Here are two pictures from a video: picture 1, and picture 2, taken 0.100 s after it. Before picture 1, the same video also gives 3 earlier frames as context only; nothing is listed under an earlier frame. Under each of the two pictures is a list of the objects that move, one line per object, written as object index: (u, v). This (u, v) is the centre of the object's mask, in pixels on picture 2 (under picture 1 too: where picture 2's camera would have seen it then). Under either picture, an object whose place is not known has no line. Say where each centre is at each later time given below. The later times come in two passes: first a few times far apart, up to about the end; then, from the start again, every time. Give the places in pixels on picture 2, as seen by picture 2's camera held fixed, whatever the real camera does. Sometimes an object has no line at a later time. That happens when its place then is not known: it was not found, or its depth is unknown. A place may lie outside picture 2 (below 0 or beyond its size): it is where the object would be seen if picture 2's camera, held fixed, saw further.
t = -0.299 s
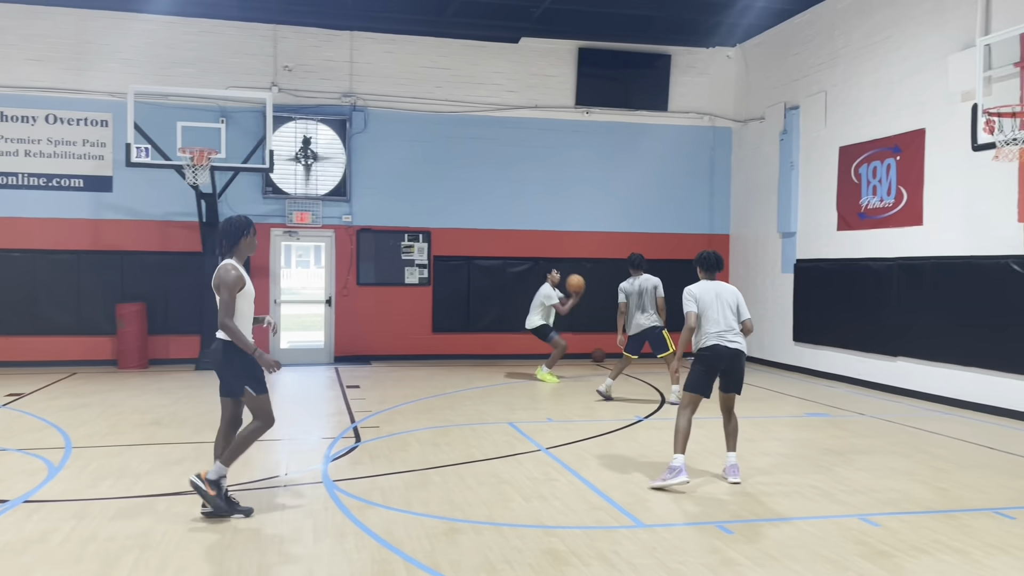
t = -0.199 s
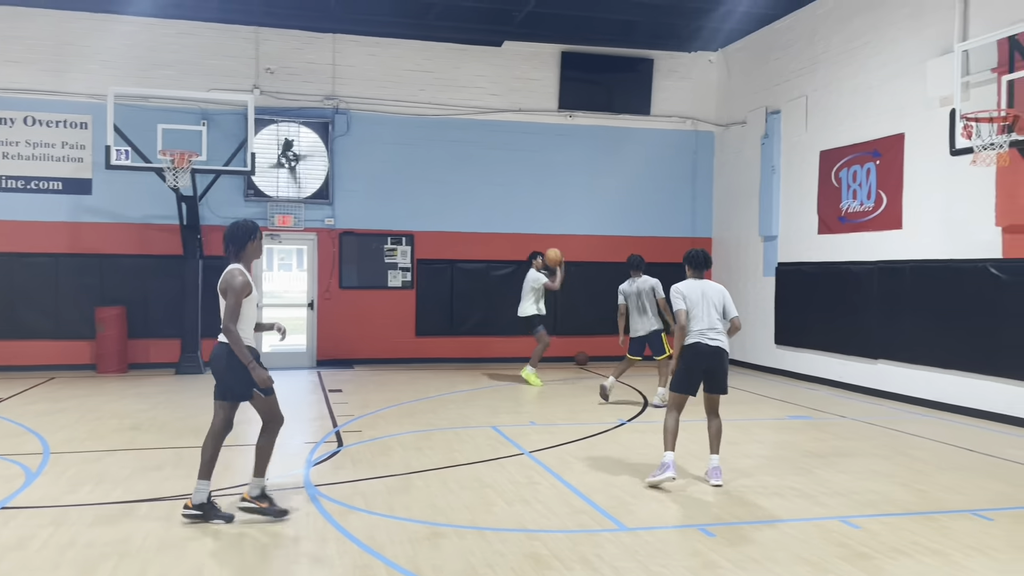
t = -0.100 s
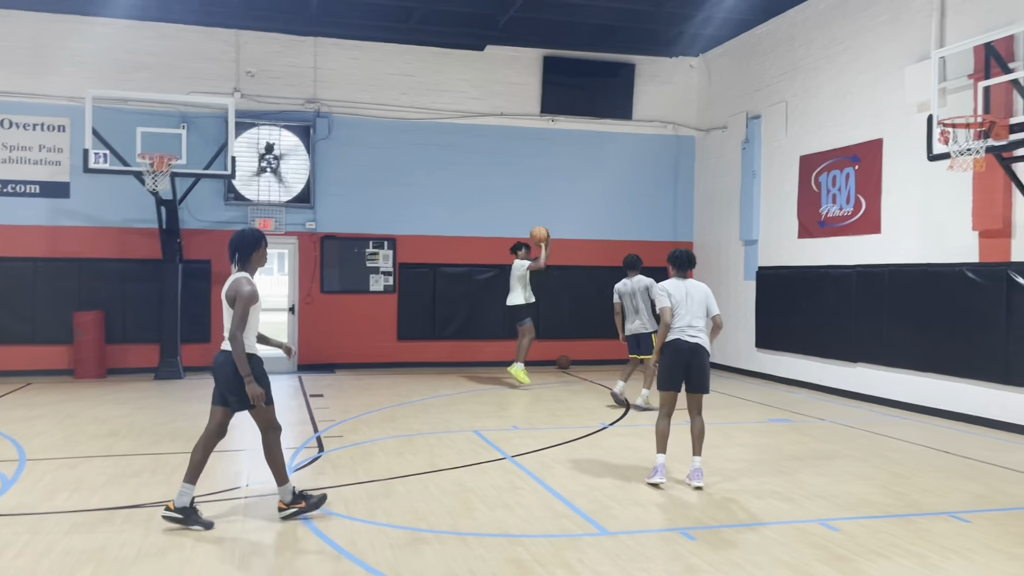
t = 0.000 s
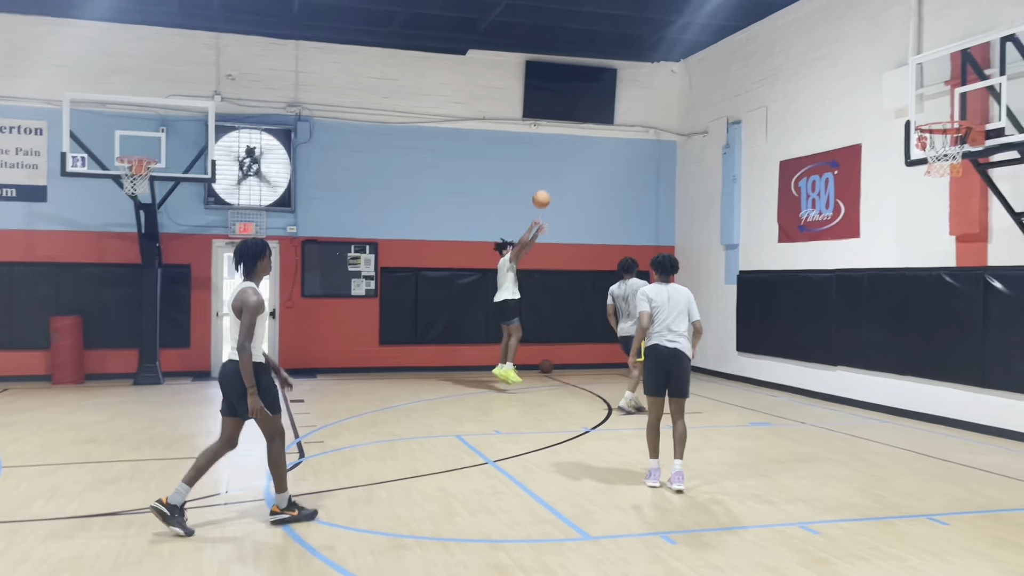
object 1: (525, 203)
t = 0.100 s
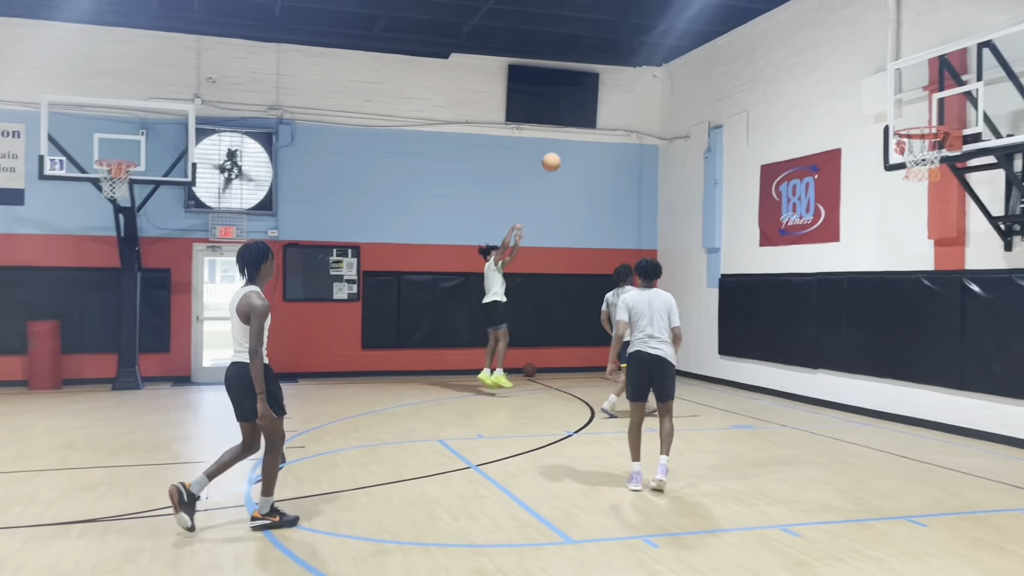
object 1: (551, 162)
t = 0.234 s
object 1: (589, 116)
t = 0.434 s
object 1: (650, 67)
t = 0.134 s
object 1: (560, 149)
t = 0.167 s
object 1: (570, 137)
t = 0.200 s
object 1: (579, 126)
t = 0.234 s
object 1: (589, 116)
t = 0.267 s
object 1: (598, 106)
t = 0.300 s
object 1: (608, 97)
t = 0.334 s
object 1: (618, 88)
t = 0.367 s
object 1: (628, 80)
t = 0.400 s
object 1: (639, 74)
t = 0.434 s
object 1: (650, 67)
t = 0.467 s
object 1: (661, 63)
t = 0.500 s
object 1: (672, 58)
